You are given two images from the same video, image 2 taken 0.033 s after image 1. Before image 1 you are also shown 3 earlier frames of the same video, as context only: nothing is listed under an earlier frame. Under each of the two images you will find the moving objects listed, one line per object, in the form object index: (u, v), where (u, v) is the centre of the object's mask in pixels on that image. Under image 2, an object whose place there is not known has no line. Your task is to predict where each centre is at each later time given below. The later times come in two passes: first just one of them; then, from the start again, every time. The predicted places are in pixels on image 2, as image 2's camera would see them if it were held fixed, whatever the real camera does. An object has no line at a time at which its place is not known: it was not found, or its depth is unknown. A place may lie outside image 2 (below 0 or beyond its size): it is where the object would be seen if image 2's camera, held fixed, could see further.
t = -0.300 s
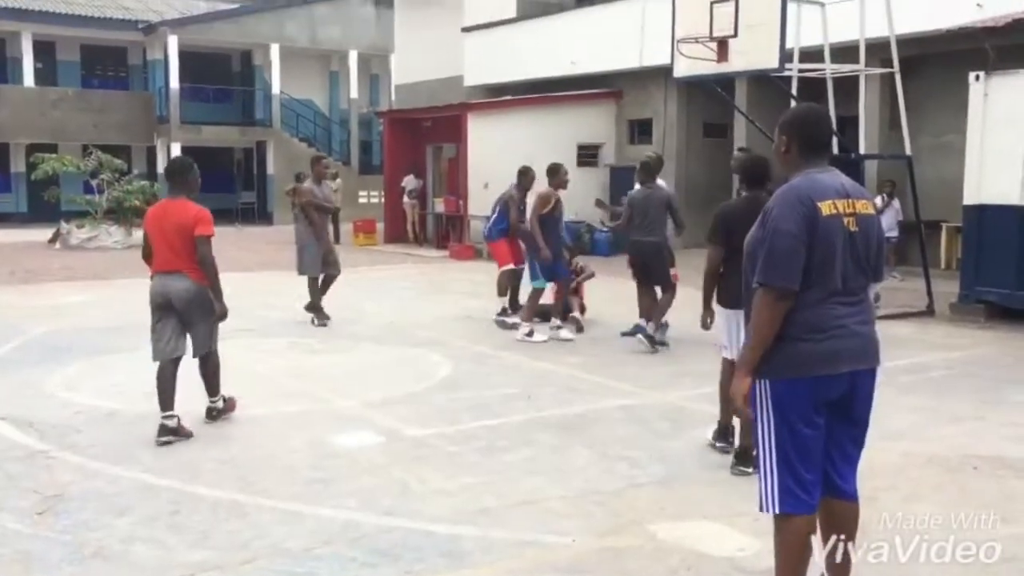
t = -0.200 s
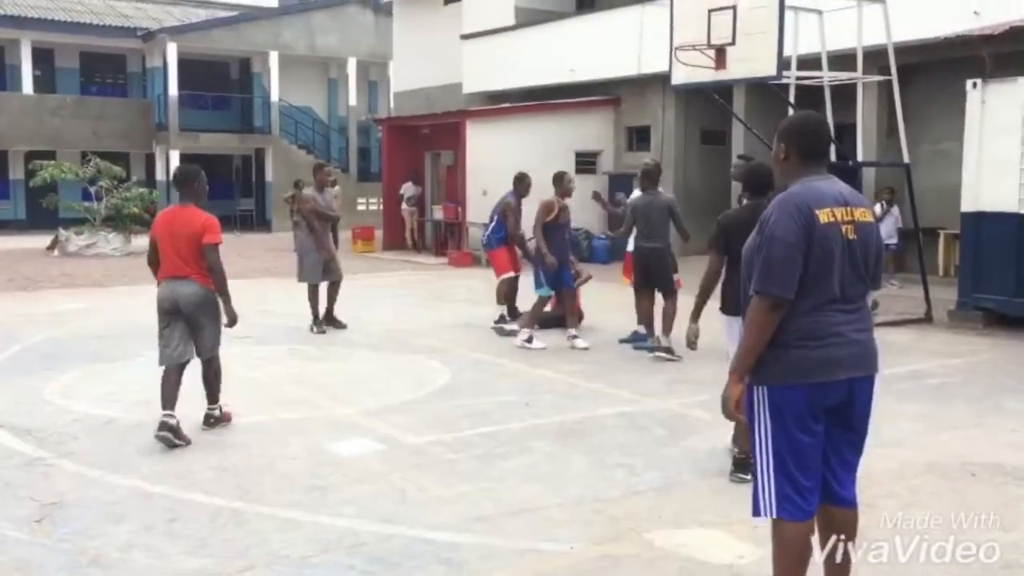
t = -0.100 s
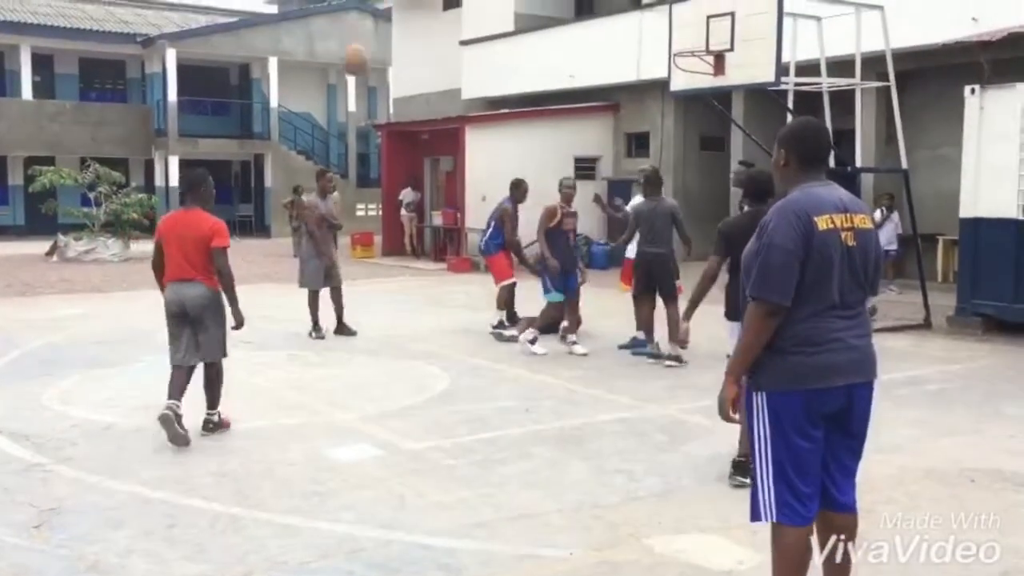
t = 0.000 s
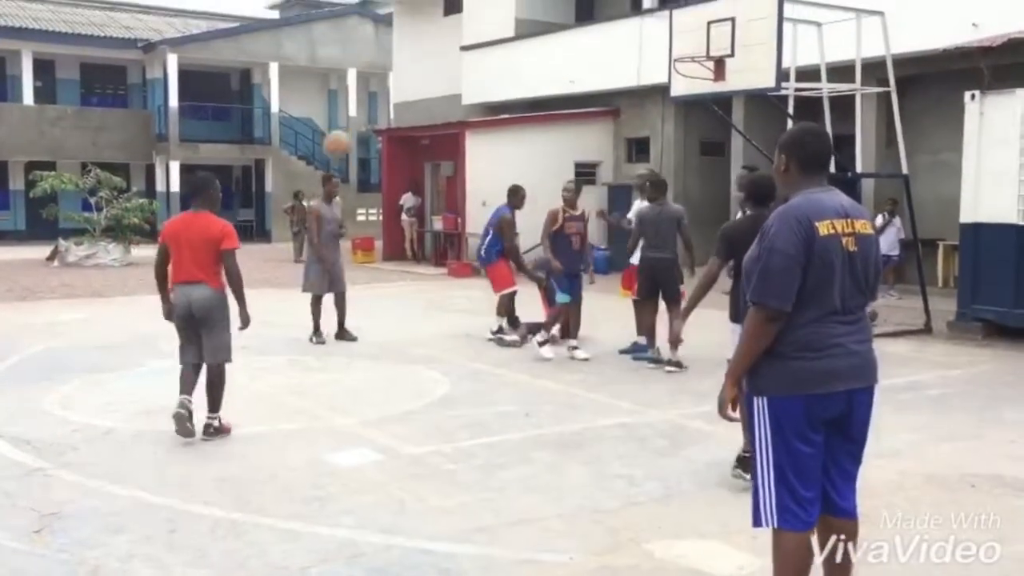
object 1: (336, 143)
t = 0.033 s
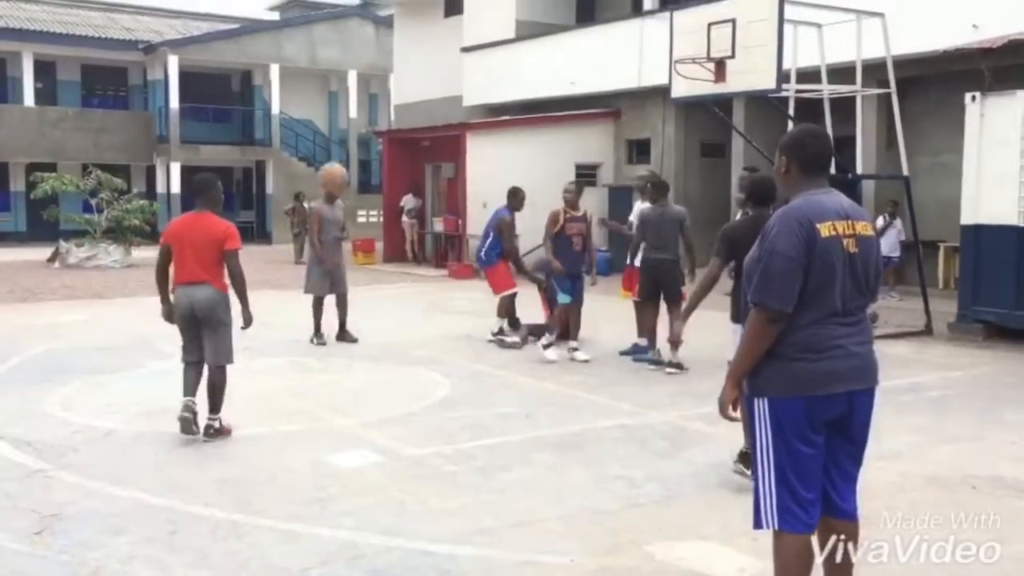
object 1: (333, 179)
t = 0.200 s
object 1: (302, 353)
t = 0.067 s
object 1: (327, 209)
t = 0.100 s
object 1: (321, 246)
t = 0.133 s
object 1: (315, 278)
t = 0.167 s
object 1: (308, 314)
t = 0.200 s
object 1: (302, 353)
